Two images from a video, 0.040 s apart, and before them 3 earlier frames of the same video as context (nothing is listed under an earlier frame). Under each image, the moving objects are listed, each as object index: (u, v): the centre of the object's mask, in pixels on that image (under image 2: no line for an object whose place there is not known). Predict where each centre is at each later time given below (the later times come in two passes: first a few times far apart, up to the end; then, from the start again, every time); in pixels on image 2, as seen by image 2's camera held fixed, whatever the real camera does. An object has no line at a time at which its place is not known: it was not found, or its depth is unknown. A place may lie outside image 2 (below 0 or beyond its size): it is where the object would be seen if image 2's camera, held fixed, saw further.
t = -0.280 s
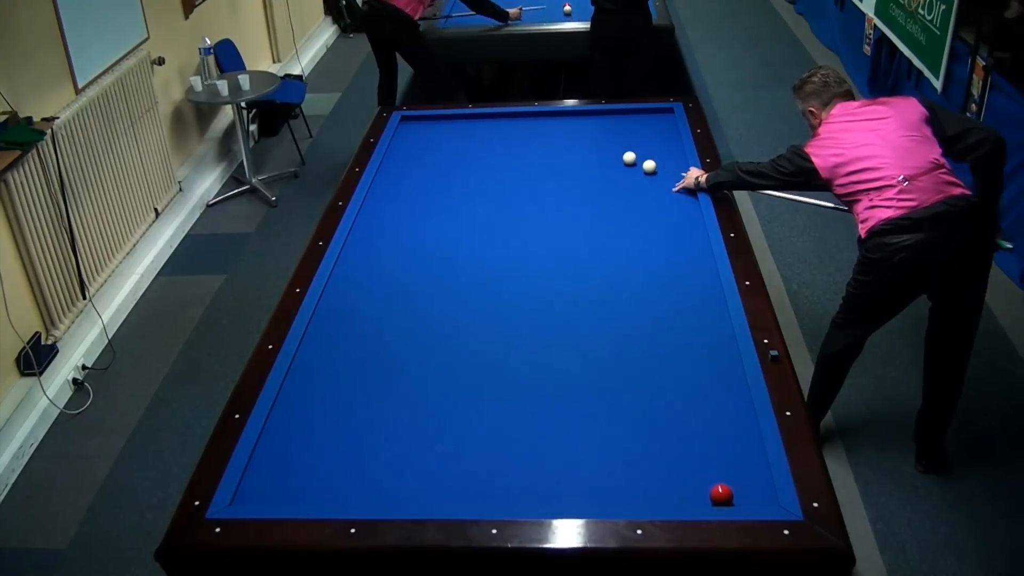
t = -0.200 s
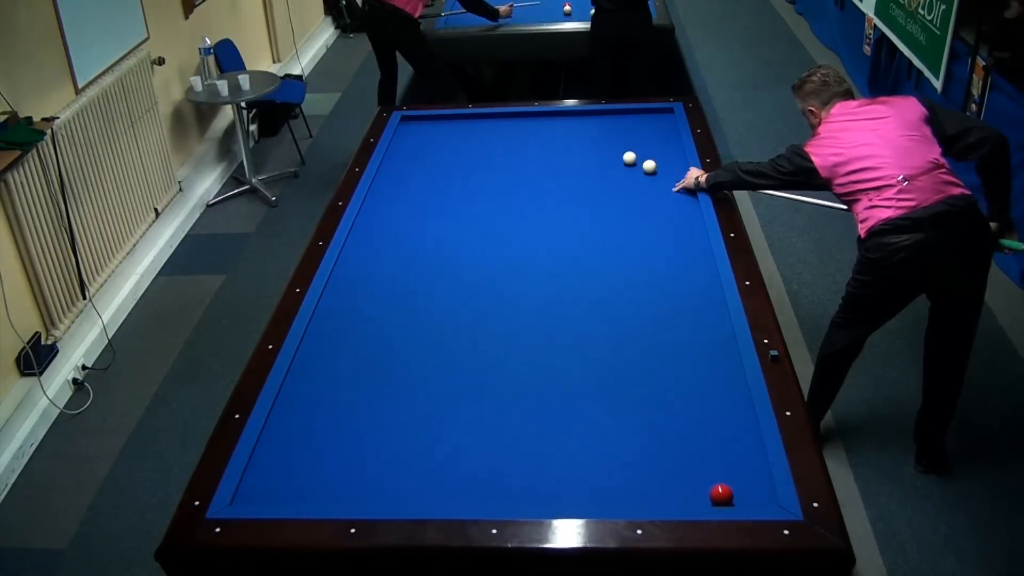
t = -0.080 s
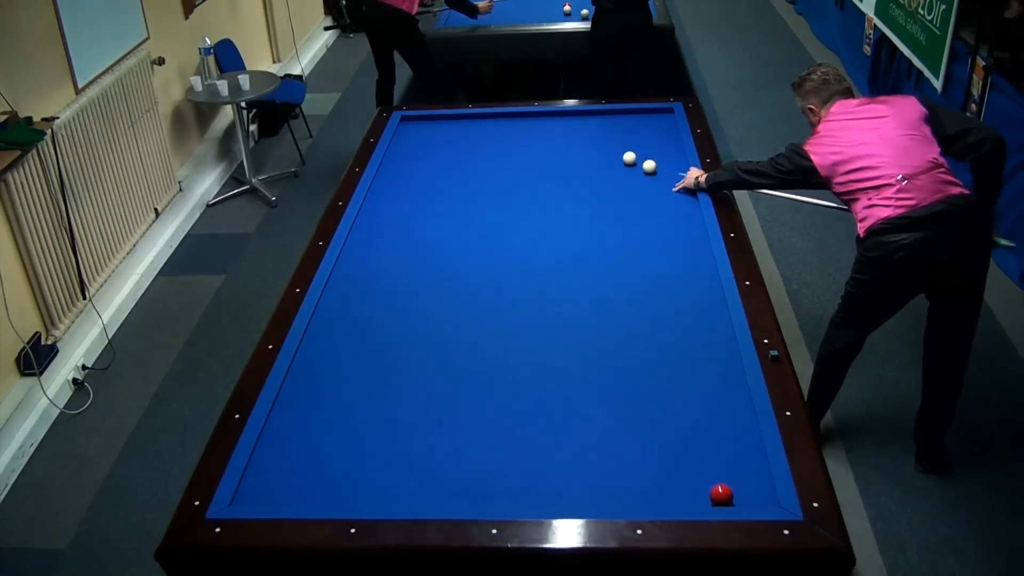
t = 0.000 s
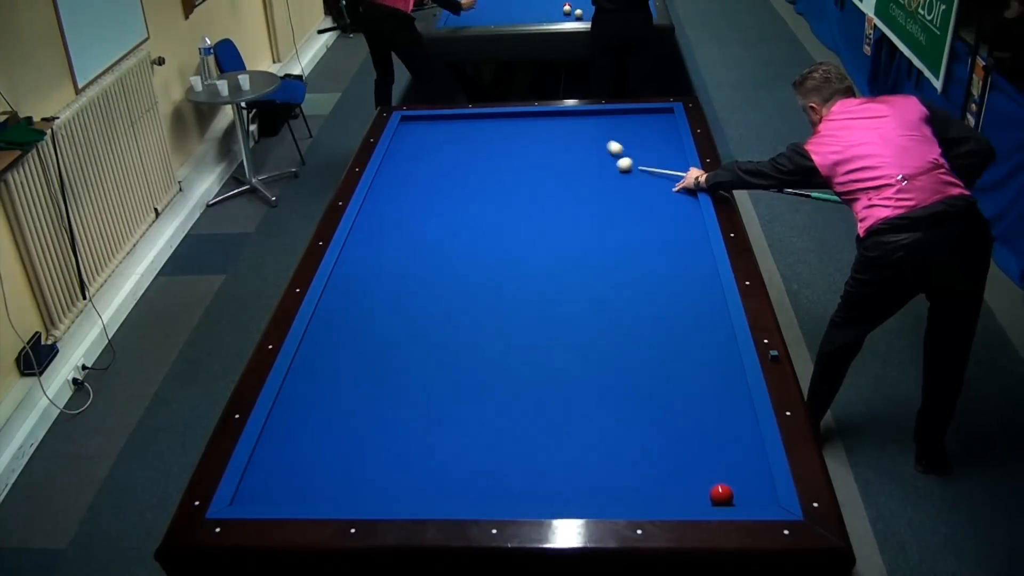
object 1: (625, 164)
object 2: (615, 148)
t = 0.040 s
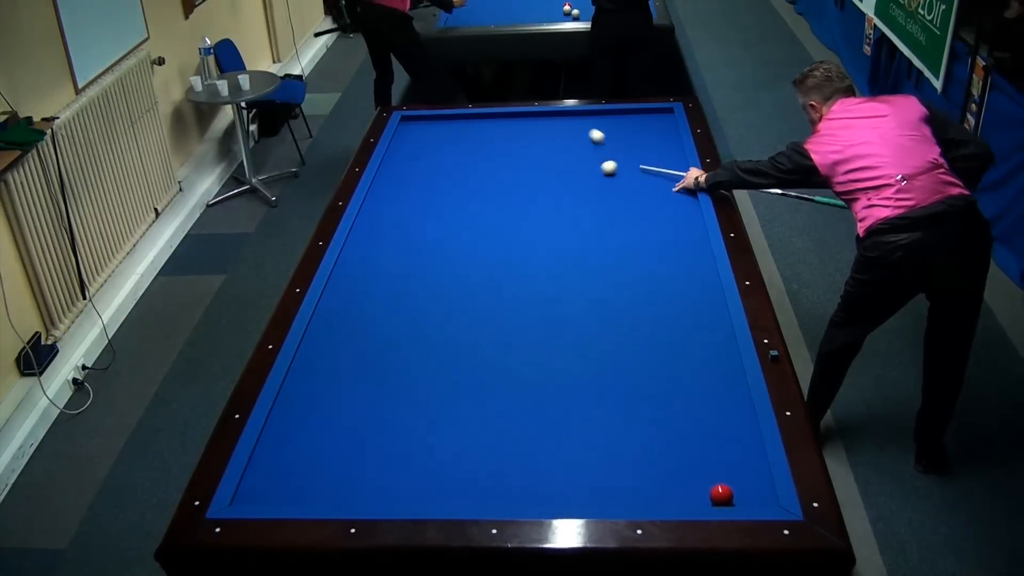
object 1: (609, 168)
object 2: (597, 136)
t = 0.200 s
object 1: (551, 180)
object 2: (545, 128)
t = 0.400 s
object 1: (490, 194)
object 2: (493, 178)
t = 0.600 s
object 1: (422, 238)
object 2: (449, 204)
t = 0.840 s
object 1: (324, 308)
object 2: (400, 226)
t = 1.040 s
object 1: (352, 368)
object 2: (357, 245)
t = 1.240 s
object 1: (373, 442)
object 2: (361, 266)
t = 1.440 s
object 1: (422, 476)
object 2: (375, 290)
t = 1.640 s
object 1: (500, 417)
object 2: (389, 315)
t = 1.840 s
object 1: (566, 376)
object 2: (405, 342)
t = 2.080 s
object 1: (636, 333)
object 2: (426, 378)
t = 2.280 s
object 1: (687, 302)
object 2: (445, 412)
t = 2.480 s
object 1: (693, 274)
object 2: (465, 449)
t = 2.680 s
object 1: (658, 250)
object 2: (488, 489)
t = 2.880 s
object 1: (627, 230)
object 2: (523, 485)
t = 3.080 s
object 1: (598, 210)
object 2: (559, 462)
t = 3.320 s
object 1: (568, 189)
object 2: (599, 436)
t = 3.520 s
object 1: (546, 174)
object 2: (631, 417)
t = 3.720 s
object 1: (525, 159)
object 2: (660, 398)
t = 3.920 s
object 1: (505, 146)
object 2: (687, 381)
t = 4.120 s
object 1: (488, 134)
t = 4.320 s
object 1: (471, 122)
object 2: (723, 347)
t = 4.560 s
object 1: (447, 122)
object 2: (701, 332)
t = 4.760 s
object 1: (424, 129)
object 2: (684, 320)
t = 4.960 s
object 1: (399, 137)
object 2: (668, 308)
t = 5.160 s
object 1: (407, 144)
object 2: (653, 298)
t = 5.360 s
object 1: (417, 151)
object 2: (639, 287)
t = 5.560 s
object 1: (427, 158)
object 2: (625, 278)
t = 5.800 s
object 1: (440, 166)
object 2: (610, 268)
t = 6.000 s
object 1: (451, 174)
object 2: (598, 259)
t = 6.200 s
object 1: (461, 181)
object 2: (587, 252)
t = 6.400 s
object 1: (472, 188)
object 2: (576, 244)
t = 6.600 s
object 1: (484, 196)
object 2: (566, 237)
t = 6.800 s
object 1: (495, 203)
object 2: (557, 231)
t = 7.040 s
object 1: (509, 213)
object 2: (546, 223)
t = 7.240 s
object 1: (521, 221)
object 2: (538, 218)
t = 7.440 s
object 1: (533, 229)
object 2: (530, 211)
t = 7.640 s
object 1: (545, 237)
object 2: (523, 206)
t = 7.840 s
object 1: (557, 246)
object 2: (515, 201)
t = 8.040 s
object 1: (570, 254)
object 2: (509, 197)
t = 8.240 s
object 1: (582, 263)
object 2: (502, 193)
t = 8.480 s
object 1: (598, 273)
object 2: (495, 188)
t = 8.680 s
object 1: (611, 282)
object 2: (489, 184)
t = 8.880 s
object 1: (624, 290)
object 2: (484, 180)
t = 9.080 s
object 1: (637, 299)
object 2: (479, 177)
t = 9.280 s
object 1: (650, 308)
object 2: (474, 173)
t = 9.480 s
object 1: (664, 317)
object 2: (470, 170)
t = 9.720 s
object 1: (680, 328)
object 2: (465, 167)
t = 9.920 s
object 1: (693, 337)
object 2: (461, 164)
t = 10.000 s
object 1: (698, 340)
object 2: (460, 163)
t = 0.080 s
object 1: (594, 171)
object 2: (580, 125)
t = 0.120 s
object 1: (579, 174)
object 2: (564, 114)
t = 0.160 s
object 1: (565, 177)
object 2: (554, 119)
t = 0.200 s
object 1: (551, 180)
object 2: (545, 128)
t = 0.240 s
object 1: (538, 182)
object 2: (535, 138)
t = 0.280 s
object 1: (525, 186)
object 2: (525, 147)
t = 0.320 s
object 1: (513, 188)
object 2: (515, 157)
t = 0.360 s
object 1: (502, 191)
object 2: (504, 167)
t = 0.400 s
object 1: (490, 194)
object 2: (493, 178)
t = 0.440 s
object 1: (480, 197)
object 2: (483, 186)
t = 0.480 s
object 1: (467, 205)
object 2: (473, 193)
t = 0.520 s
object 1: (452, 216)
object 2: (465, 197)
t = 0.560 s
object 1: (438, 227)
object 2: (457, 201)
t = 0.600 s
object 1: (422, 238)
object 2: (449, 204)
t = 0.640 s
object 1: (406, 250)
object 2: (442, 208)
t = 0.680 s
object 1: (390, 261)
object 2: (433, 211)
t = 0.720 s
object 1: (373, 272)
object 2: (425, 215)
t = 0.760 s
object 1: (356, 284)
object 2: (417, 218)
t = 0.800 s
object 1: (338, 296)
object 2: (409, 222)
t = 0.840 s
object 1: (324, 308)
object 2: (400, 226)
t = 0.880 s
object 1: (331, 319)
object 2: (392, 230)
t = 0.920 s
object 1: (337, 331)
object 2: (383, 234)
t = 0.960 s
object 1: (342, 342)
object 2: (374, 237)
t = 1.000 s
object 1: (347, 355)
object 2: (366, 241)
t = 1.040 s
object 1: (352, 368)
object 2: (357, 245)
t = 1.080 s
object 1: (356, 381)
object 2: (349, 249)
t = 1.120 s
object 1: (360, 396)
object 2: (352, 253)
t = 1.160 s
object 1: (364, 410)
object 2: (356, 258)
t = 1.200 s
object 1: (369, 426)
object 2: (359, 262)
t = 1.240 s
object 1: (373, 442)
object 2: (361, 266)
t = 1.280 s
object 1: (378, 459)
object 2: (364, 271)
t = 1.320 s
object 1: (383, 477)
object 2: (367, 275)
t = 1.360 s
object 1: (389, 494)
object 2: (369, 280)
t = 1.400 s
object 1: (404, 490)
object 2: (372, 285)
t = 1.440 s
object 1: (422, 476)
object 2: (375, 290)
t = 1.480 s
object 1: (439, 462)
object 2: (377, 294)
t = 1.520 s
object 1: (455, 449)
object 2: (380, 299)
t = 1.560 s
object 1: (471, 438)
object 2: (383, 305)
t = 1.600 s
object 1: (486, 427)
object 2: (386, 310)
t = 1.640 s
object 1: (500, 417)
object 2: (389, 315)
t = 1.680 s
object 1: (514, 408)
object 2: (392, 320)
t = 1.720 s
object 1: (528, 400)
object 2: (395, 325)
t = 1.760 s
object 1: (541, 392)
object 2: (398, 331)
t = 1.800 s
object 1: (553, 384)
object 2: (402, 336)
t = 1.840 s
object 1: (566, 376)
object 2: (405, 342)
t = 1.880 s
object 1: (578, 369)
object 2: (408, 348)
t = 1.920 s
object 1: (590, 361)
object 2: (411, 353)
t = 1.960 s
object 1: (602, 354)
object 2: (415, 359)
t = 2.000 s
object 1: (613, 347)
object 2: (418, 365)
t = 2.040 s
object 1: (625, 340)
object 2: (422, 372)
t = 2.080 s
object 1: (636, 333)
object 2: (426, 378)
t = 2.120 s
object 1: (646, 327)
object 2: (429, 384)
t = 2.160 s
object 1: (657, 320)
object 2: (433, 391)
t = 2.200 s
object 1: (667, 314)
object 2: (437, 398)
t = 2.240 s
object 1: (677, 308)
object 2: (441, 405)
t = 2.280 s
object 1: (687, 302)
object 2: (445, 412)
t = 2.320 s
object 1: (697, 296)
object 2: (448, 419)
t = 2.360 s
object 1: (706, 290)
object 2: (453, 426)
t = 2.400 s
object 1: (712, 284)
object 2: (457, 434)
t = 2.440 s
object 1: (702, 279)
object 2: (461, 441)
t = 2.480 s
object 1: (693, 274)
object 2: (465, 449)
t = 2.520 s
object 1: (685, 269)
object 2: (470, 457)
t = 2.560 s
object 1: (678, 264)
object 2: (474, 465)
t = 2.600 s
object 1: (671, 260)
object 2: (479, 473)
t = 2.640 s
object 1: (664, 255)
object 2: (484, 481)
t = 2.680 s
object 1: (658, 250)
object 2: (488, 489)
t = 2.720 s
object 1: (651, 246)
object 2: (493, 495)
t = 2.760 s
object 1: (645, 242)
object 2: (499, 497)
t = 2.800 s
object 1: (639, 238)
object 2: (507, 494)
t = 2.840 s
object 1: (633, 233)
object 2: (515, 490)
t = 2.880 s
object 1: (627, 230)
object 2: (523, 485)
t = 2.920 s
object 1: (621, 225)
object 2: (530, 480)
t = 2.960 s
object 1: (615, 221)
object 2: (538, 475)
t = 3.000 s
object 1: (610, 218)
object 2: (545, 471)
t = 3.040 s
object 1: (604, 214)
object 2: (552, 466)
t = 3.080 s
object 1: (598, 210)
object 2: (559, 462)
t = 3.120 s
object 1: (593, 206)
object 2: (566, 457)
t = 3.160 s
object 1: (588, 203)
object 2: (573, 453)
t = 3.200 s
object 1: (583, 199)
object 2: (580, 449)
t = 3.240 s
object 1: (578, 196)
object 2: (586, 444)
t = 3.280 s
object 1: (573, 193)
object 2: (593, 440)
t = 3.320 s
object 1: (568, 189)
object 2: (599, 436)
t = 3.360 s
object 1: (564, 186)
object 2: (606, 432)
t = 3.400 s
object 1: (559, 183)
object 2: (612, 428)
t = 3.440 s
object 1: (554, 180)
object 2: (618, 424)
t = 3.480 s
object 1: (550, 177)
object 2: (625, 420)
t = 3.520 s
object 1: (546, 174)
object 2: (631, 417)
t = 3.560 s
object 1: (541, 171)
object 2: (637, 413)
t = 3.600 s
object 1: (537, 168)
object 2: (643, 409)
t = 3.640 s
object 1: (533, 165)
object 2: (649, 405)
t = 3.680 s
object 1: (529, 162)
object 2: (654, 401)
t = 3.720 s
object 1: (525, 159)
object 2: (660, 398)
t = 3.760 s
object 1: (521, 156)
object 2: (666, 394)
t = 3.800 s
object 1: (517, 154)
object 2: (671, 391)
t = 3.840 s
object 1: (513, 151)
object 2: (677, 387)
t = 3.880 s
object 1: (509, 149)
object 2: (682, 384)
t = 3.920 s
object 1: (505, 146)
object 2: (687, 381)
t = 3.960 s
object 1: (502, 144)
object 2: (692, 377)
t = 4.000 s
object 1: (498, 141)
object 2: (698, 374)
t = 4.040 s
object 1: (495, 139)
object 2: (702, 370)
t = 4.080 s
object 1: (491, 136)
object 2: (703, 364)
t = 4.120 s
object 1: (488, 134)
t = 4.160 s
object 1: (484, 131)
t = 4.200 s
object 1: (481, 129)
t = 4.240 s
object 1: (478, 127)
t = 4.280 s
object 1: (475, 125)
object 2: (731, 351)
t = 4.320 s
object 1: (471, 122)
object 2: (723, 347)
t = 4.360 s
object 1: (468, 120)
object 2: (719, 345)
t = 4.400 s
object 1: (465, 118)
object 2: (716, 342)
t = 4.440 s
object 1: (462, 116)
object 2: (712, 340)
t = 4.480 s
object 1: (457, 118)
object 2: (709, 337)
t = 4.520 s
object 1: (452, 121)
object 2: (705, 334)
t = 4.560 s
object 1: (447, 122)
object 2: (701, 332)
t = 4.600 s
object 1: (443, 123)
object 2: (698, 329)
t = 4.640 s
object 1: (438, 125)
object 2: (694, 327)
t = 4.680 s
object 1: (433, 127)
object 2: (691, 324)
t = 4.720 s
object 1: (428, 128)
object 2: (688, 322)
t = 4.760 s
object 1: (424, 129)
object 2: (684, 320)
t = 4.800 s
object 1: (419, 131)
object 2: (681, 317)
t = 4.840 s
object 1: (414, 132)
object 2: (678, 315)
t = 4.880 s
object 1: (409, 134)
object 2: (674, 313)
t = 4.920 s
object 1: (404, 135)
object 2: (671, 310)
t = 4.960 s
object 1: (399, 137)
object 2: (668, 308)
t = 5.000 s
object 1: (398, 138)
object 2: (665, 306)
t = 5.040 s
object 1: (401, 140)
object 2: (662, 304)
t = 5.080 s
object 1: (403, 141)
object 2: (659, 301)
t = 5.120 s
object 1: (405, 143)
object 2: (656, 299)
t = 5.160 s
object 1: (407, 144)
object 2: (653, 298)
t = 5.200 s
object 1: (409, 145)
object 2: (650, 295)
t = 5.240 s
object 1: (411, 147)
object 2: (647, 293)
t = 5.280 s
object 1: (413, 148)
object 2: (644, 291)
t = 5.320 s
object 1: (415, 149)
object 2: (642, 289)
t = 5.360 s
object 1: (417, 151)
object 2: (639, 287)
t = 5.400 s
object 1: (419, 152)
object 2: (636, 286)
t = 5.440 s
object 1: (421, 153)
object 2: (633, 283)
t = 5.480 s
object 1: (423, 155)
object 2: (631, 282)
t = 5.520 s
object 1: (425, 156)
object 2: (628, 280)
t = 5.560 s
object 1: (427, 158)
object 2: (625, 278)
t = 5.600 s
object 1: (430, 159)
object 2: (623, 276)
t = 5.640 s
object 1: (432, 160)
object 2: (620, 275)
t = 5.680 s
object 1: (434, 162)
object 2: (617, 273)
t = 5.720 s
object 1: (436, 163)
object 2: (615, 271)
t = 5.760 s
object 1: (438, 165)
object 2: (612, 269)
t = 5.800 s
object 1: (440, 166)
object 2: (610, 268)
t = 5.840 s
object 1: (442, 168)
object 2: (607, 266)
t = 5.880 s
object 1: (444, 169)
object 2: (605, 264)
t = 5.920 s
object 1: (446, 170)
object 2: (603, 263)
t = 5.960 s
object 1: (449, 172)
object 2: (600, 261)
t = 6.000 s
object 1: (451, 174)
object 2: (598, 259)
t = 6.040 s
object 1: (453, 175)
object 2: (596, 258)
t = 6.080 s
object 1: (455, 176)
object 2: (593, 256)
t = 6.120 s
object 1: (457, 178)
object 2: (591, 255)
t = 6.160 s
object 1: (459, 179)
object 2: (589, 253)
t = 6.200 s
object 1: (461, 181)
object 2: (587, 252)
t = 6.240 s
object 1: (464, 182)
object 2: (585, 250)
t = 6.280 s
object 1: (466, 184)
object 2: (582, 249)
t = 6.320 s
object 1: (468, 185)
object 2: (580, 247)
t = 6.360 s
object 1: (470, 187)
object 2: (578, 246)
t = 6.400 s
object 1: (472, 188)
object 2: (576, 244)
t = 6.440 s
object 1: (475, 190)
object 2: (574, 243)
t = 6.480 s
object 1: (477, 191)
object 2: (572, 242)
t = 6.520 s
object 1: (479, 193)
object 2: (570, 240)
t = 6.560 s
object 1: (481, 194)
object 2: (568, 239)
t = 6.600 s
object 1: (484, 196)
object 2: (566, 237)
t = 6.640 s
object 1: (486, 197)
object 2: (564, 236)
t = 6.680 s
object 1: (488, 199)
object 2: (562, 235)
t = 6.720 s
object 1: (490, 200)
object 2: (561, 234)
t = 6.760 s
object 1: (493, 202)
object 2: (559, 232)
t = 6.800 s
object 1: (495, 203)
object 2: (557, 231)
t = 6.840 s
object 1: (497, 205)
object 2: (555, 230)
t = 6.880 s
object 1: (500, 206)
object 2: (553, 228)
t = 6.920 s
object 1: (502, 208)
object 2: (551, 227)
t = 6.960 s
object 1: (504, 210)
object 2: (550, 226)
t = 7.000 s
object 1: (507, 211)
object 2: (548, 225)
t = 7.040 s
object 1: (509, 213)
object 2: (546, 223)
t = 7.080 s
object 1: (511, 214)
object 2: (545, 222)
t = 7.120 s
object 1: (514, 216)
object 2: (543, 221)
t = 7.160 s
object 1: (516, 217)
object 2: (541, 220)
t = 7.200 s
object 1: (518, 219)
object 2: (540, 218)
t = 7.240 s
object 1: (521, 221)
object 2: (538, 218)
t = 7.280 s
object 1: (523, 222)
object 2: (537, 216)
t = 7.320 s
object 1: (525, 224)
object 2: (535, 214)
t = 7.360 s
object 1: (528, 225)
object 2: (534, 213)
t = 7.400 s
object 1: (530, 227)
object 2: (532, 212)
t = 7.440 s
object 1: (533, 229)
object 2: (530, 211)
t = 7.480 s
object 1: (535, 231)
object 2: (529, 210)
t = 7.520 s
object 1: (537, 232)
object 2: (527, 209)
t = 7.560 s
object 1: (540, 234)
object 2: (526, 208)
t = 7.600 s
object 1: (542, 236)
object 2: (524, 207)
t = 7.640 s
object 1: (545, 237)
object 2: (523, 206)
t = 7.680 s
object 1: (547, 239)
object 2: (521, 205)
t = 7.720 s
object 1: (550, 241)
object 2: (520, 204)
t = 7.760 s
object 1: (552, 242)
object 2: (518, 203)
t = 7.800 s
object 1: (554, 244)
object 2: (517, 202)
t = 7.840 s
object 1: (557, 246)
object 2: (515, 201)
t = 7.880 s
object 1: (559, 247)
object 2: (514, 201)
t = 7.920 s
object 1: (562, 249)
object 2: (513, 200)
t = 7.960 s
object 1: (564, 251)
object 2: (511, 199)
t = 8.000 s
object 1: (567, 253)
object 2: (510, 198)
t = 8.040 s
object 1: (570, 254)
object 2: (509, 197)
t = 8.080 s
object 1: (572, 256)
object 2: (507, 196)
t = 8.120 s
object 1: (574, 258)
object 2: (506, 195)
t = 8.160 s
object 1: (577, 259)
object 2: (505, 194)
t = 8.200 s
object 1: (579, 261)
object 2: (503, 193)
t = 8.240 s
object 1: (582, 263)
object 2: (502, 193)
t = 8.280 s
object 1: (585, 265)
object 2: (501, 192)
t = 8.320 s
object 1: (587, 266)
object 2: (500, 191)
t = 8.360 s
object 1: (590, 268)
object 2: (499, 190)
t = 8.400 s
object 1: (592, 270)
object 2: (497, 189)
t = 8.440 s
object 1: (595, 272)
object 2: (496, 189)
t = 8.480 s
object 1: (598, 273)
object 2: (495, 188)
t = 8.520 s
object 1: (600, 275)
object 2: (494, 187)
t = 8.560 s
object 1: (603, 277)
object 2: (493, 186)
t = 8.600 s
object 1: (605, 278)
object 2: (492, 185)
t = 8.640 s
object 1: (608, 280)
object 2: (491, 184)
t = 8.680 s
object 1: (611, 282)
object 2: (489, 184)
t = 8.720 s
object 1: (613, 283)
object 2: (488, 183)
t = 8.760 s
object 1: (616, 285)
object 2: (487, 182)
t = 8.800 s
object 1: (619, 287)
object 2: (486, 181)
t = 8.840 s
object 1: (621, 289)
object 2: (485, 181)
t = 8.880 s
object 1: (624, 290)
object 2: (484, 180)
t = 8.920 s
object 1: (626, 292)
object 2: (483, 179)
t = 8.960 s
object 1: (629, 294)
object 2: (482, 178)
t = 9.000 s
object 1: (632, 296)
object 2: (481, 178)
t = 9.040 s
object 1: (635, 298)
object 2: (480, 177)
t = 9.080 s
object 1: (637, 299)
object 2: (479, 177)
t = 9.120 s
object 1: (640, 301)
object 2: (478, 176)
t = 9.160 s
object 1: (642, 303)
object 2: (477, 175)
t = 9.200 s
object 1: (645, 305)
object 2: (476, 174)
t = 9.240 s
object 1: (648, 306)
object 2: (475, 174)
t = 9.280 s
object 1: (650, 308)
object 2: (474, 173)
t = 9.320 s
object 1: (653, 310)
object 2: (473, 173)
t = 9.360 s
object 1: (656, 312)
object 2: (472, 172)
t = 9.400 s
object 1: (659, 314)
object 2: (472, 171)
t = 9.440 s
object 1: (661, 316)
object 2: (471, 171)
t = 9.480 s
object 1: (664, 317)
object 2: (470, 170)
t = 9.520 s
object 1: (667, 319)
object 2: (469, 170)
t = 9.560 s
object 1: (669, 321)
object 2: (468, 169)
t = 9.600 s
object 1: (672, 323)
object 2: (467, 168)
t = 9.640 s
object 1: (675, 324)
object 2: (467, 168)
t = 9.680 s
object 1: (677, 326)
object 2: (466, 167)
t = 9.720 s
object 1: (680, 328)
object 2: (465, 167)
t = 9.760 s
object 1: (682, 330)
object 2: (464, 166)
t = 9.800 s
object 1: (685, 332)
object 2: (463, 166)
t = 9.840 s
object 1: (688, 333)
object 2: (463, 165)
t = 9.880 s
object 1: (690, 335)
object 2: (462, 164)
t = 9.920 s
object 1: (693, 337)
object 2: (461, 164)
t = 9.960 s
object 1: (696, 339)
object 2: (460, 163)
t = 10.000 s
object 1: (698, 340)
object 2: (460, 163)
